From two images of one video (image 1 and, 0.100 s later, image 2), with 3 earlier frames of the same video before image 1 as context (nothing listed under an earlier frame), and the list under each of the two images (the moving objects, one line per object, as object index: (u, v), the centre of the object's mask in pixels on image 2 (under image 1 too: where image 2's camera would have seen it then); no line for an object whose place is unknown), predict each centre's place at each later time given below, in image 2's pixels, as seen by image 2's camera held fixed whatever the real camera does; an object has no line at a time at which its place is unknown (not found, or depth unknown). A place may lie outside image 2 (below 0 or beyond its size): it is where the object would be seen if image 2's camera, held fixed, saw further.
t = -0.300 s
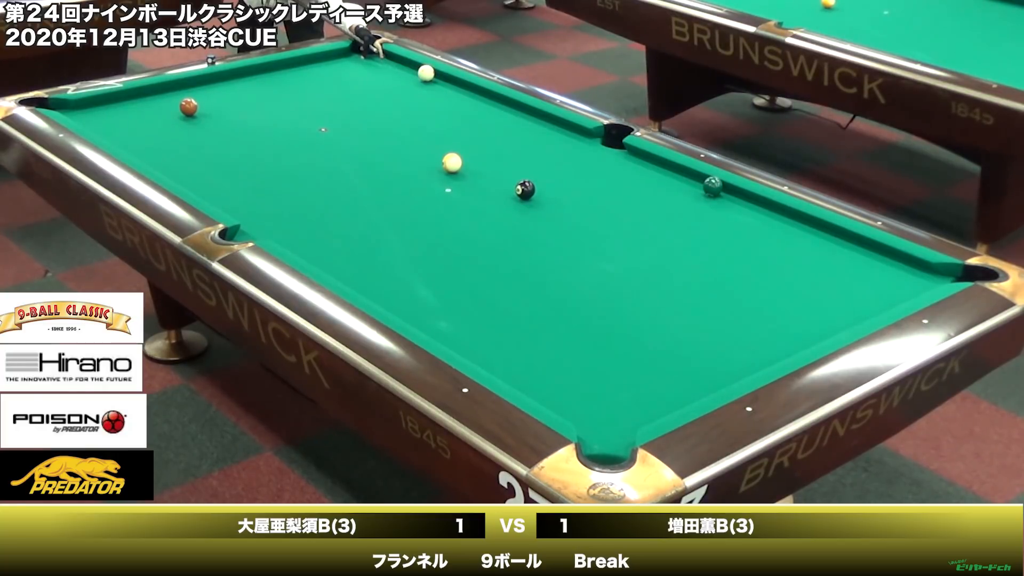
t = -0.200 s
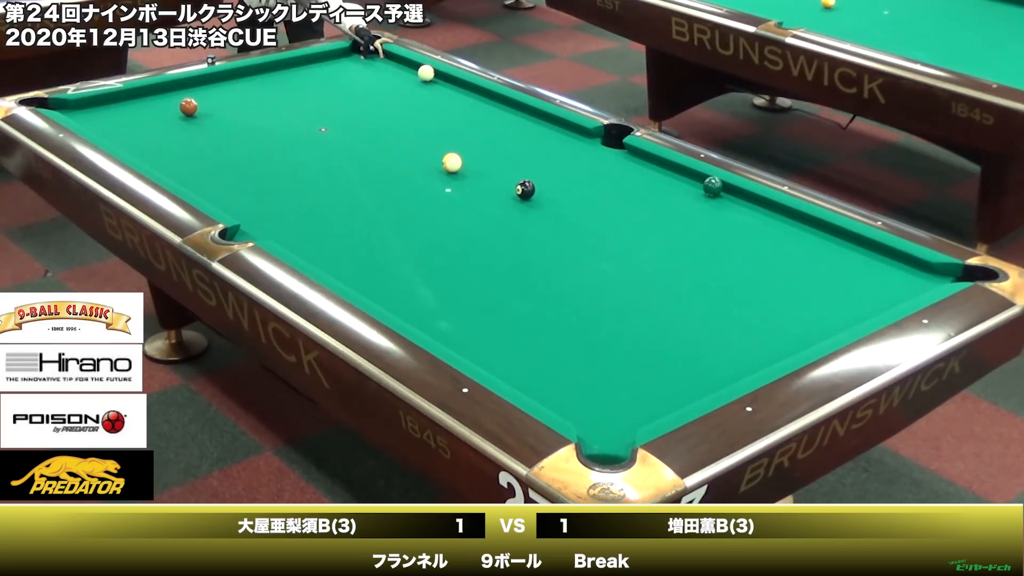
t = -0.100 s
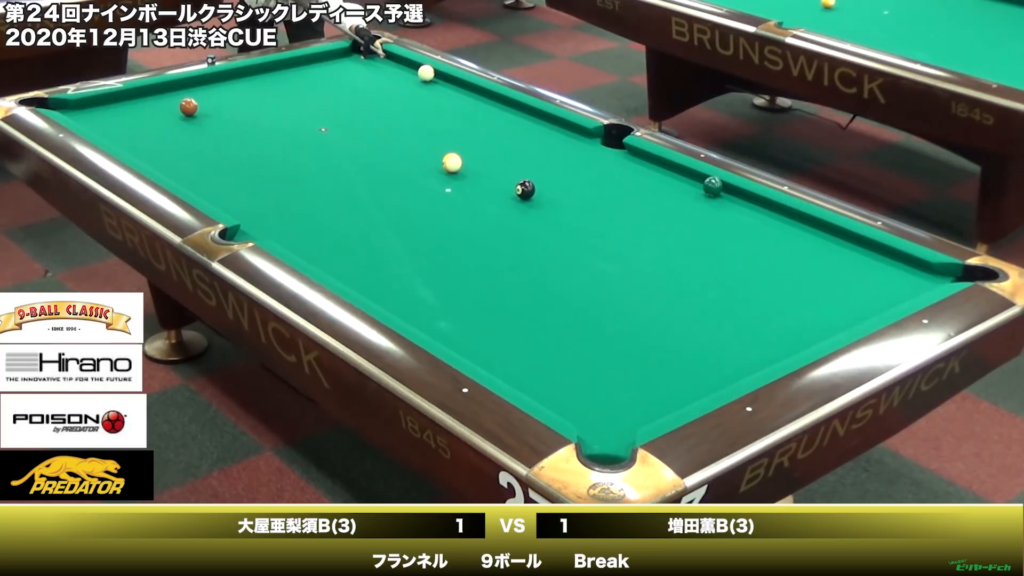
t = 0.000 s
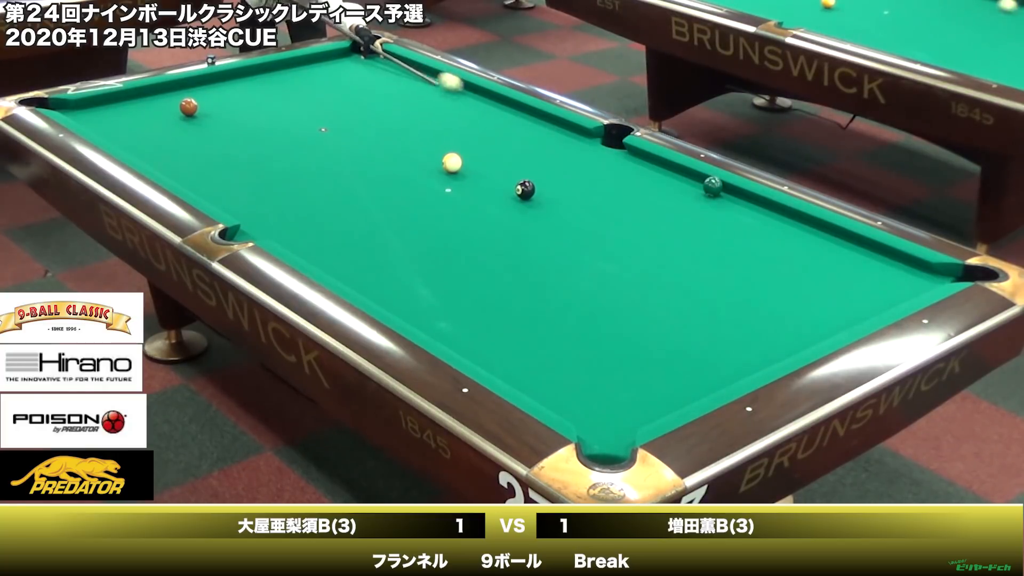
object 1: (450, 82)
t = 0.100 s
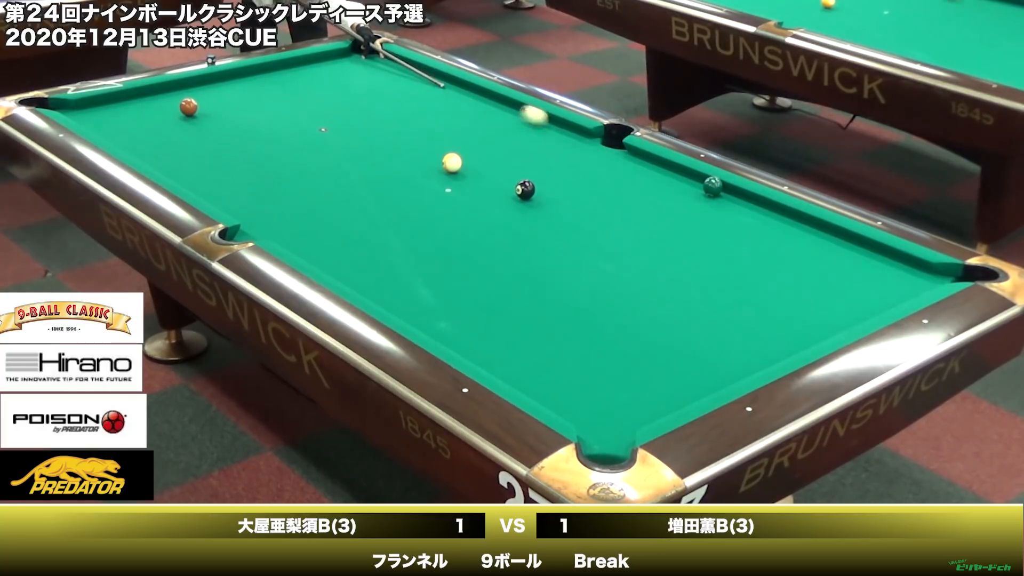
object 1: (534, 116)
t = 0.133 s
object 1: (563, 127)
